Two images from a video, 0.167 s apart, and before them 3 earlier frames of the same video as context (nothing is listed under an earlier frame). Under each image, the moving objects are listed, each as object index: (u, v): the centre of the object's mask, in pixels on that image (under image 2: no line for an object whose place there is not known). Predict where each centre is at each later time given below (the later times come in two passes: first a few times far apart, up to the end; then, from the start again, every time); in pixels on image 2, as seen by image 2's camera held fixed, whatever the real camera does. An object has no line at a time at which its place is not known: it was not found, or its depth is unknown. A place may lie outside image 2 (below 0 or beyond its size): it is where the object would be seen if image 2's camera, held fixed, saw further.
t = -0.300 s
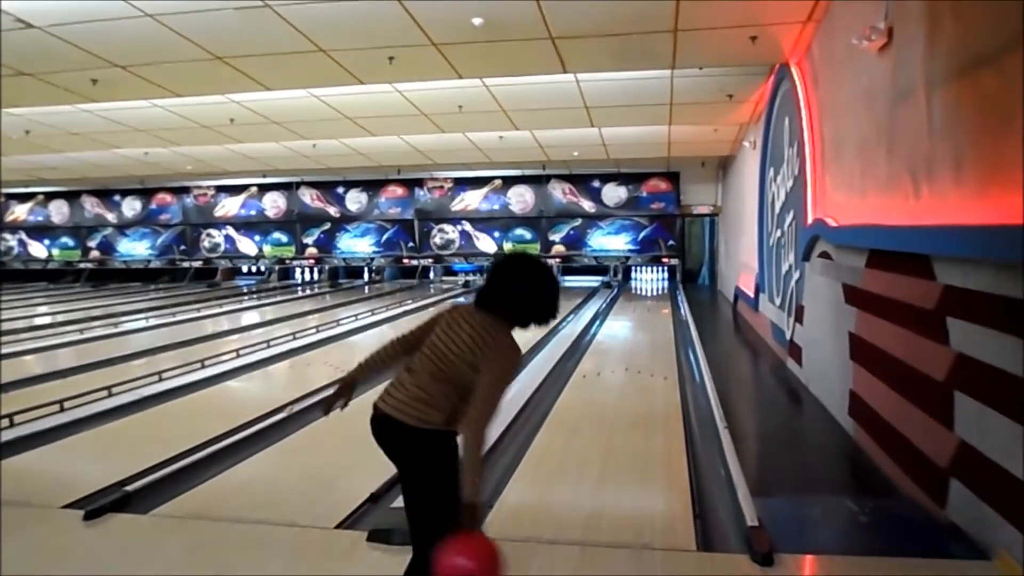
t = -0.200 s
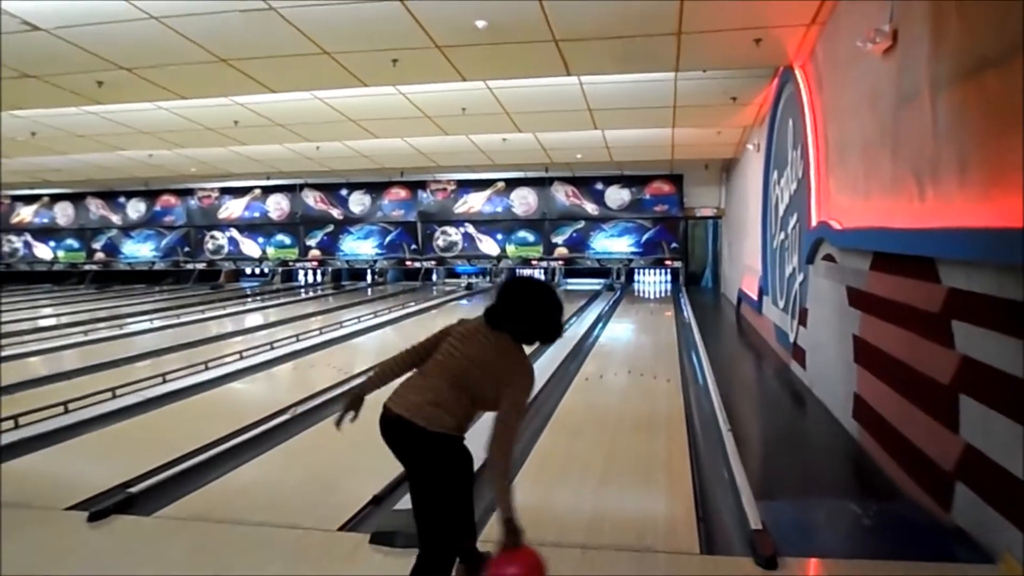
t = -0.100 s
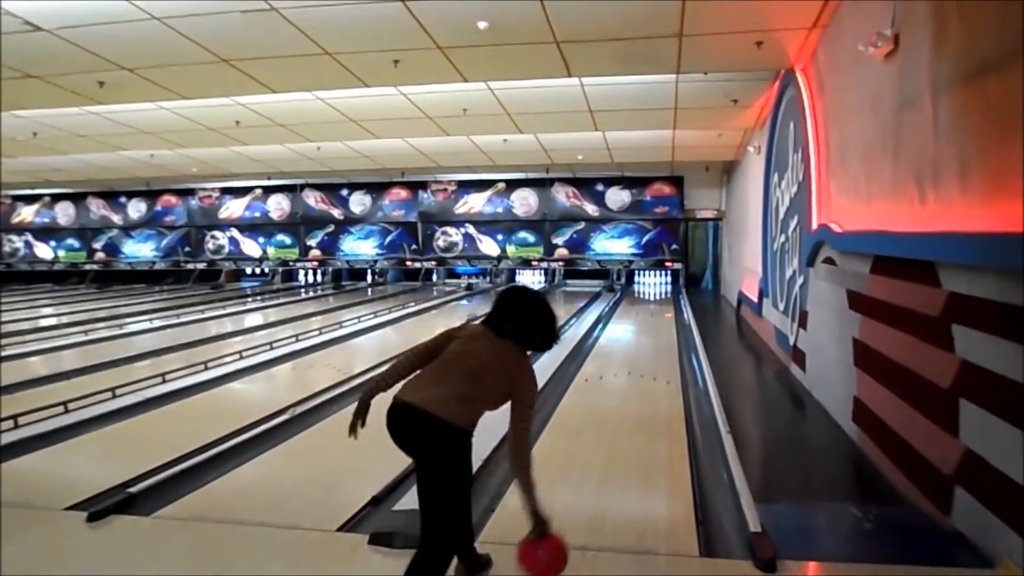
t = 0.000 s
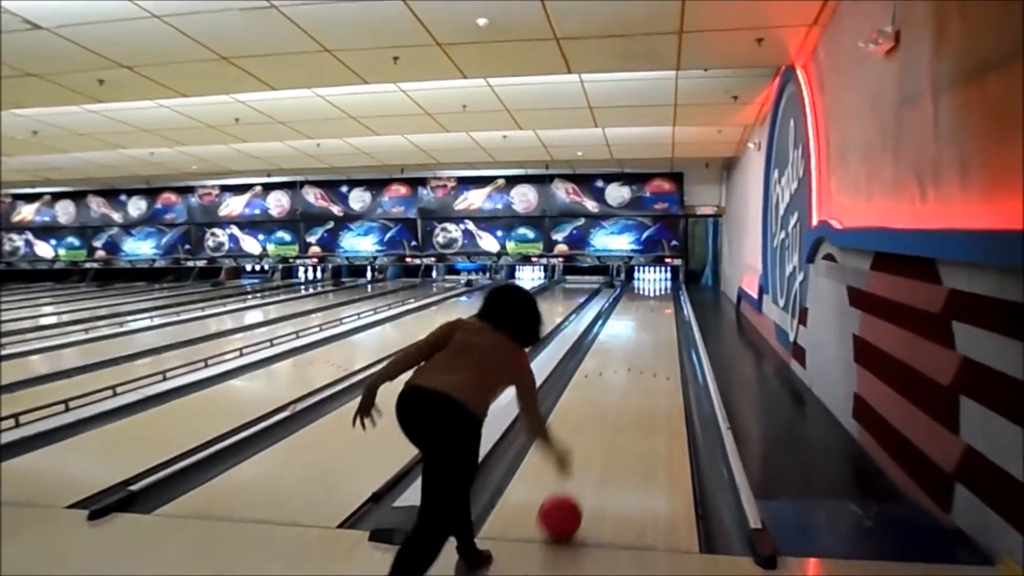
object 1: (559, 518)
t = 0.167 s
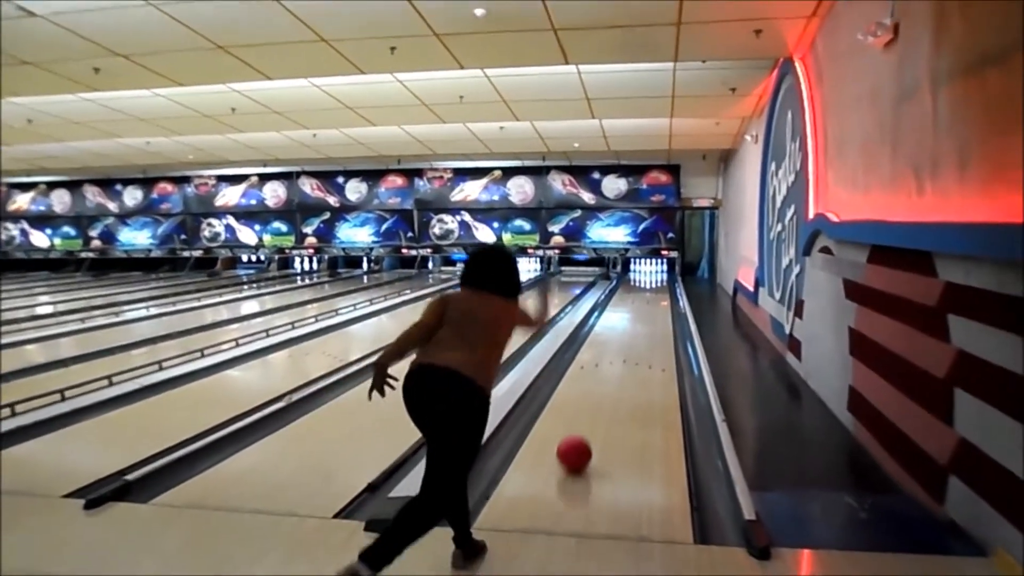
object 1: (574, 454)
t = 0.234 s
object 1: (581, 438)
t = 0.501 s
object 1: (597, 390)
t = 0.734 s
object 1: (606, 363)
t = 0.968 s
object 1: (613, 344)
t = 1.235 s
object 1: (619, 327)
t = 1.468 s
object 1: (623, 315)
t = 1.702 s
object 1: (626, 307)
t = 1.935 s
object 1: (628, 299)
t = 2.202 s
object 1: (630, 293)
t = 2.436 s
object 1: (631, 288)
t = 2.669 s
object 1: (634, 284)
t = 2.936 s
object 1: (635, 280)
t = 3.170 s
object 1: (636, 279)
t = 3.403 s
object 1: (636, 276)
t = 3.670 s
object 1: (637, 272)
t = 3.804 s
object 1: (637, 272)
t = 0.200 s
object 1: (577, 446)
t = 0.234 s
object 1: (581, 438)
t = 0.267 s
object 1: (583, 431)
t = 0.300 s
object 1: (585, 424)
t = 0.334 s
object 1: (588, 418)
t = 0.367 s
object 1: (590, 411)
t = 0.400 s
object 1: (591, 406)
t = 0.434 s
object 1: (593, 400)
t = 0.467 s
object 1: (595, 395)
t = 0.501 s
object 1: (597, 390)
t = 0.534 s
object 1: (598, 386)
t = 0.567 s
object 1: (600, 382)
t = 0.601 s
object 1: (601, 378)
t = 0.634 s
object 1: (603, 374)
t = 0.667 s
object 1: (604, 370)
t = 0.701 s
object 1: (605, 367)
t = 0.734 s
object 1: (606, 363)
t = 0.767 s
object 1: (607, 360)
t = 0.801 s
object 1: (608, 357)
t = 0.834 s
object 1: (609, 354)
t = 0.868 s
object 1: (610, 351)
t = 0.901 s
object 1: (611, 349)
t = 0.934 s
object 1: (612, 346)
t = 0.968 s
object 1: (613, 344)
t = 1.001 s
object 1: (614, 341)
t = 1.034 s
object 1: (615, 339)
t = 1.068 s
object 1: (616, 337)
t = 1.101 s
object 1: (616, 335)
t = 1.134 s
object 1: (617, 333)
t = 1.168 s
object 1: (618, 331)
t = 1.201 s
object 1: (618, 329)
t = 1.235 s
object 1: (619, 327)
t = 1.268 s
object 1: (620, 325)
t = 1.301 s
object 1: (620, 324)
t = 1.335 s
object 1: (621, 322)
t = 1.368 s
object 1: (621, 320)
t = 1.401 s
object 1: (622, 319)
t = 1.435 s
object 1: (623, 317)
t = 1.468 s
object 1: (623, 315)
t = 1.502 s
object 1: (624, 314)
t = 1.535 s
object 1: (624, 313)
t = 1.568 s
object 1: (625, 311)
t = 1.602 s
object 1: (625, 310)
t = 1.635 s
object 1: (625, 309)
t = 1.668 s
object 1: (626, 308)
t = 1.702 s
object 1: (626, 307)
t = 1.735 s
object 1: (626, 305)
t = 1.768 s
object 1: (627, 304)
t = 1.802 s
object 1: (627, 303)
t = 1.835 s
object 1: (627, 302)
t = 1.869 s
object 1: (627, 301)
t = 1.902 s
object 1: (628, 300)
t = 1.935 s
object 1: (628, 299)
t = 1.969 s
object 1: (628, 298)
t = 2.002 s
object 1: (628, 297)
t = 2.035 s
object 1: (629, 297)
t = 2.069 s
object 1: (629, 296)
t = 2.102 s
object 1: (629, 295)
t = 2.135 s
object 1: (630, 294)
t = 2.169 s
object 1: (630, 294)
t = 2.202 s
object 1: (630, 293)
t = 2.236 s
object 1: (630, 293)
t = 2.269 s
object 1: (630, 291)
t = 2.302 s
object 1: (631, 291)
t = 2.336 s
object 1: (631, 290)
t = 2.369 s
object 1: (631, 290)
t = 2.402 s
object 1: (631, 289)
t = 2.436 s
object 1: (631, 288)
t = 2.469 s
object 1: (632, 288)
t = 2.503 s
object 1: (632, 287)
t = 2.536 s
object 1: (632, 287)
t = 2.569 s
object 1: (633, 286)
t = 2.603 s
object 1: (633, 285)
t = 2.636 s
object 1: (633, 285)
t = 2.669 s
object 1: (634, 284)
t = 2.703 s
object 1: (634, 283)
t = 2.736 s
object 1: (634, 283)
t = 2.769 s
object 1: (634, 283)
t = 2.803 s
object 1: (634, 282)
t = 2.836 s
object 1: (634, 282)
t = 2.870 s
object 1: (635, 281)
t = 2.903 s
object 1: (635, 281)
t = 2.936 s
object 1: (635, 280)
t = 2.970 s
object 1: (635, 280)
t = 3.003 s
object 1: (635, 280)
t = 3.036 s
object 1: (636, 279)
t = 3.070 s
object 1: (636, 279)
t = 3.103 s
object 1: (636, 279)
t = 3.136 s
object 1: (636, 279)
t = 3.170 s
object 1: (636, 279)
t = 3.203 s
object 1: (636, 279)
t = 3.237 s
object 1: (637, 279)
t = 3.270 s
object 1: (637, 278)
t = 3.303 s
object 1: (636, 278)
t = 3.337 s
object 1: (636, 278)
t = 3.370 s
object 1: (636, 278)
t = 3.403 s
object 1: (636, 276)
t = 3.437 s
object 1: (637, 275)
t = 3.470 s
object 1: (637, 276)
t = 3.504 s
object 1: (637, 277)
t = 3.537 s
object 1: (637, 276)
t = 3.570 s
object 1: (637, 272)
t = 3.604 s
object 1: (637, 272)
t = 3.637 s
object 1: (637, 272)
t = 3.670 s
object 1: (637, 272)
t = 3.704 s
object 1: (637, 273)
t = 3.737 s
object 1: (637, 273)
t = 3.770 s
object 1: (637, 273)
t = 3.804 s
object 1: (637, 272)
